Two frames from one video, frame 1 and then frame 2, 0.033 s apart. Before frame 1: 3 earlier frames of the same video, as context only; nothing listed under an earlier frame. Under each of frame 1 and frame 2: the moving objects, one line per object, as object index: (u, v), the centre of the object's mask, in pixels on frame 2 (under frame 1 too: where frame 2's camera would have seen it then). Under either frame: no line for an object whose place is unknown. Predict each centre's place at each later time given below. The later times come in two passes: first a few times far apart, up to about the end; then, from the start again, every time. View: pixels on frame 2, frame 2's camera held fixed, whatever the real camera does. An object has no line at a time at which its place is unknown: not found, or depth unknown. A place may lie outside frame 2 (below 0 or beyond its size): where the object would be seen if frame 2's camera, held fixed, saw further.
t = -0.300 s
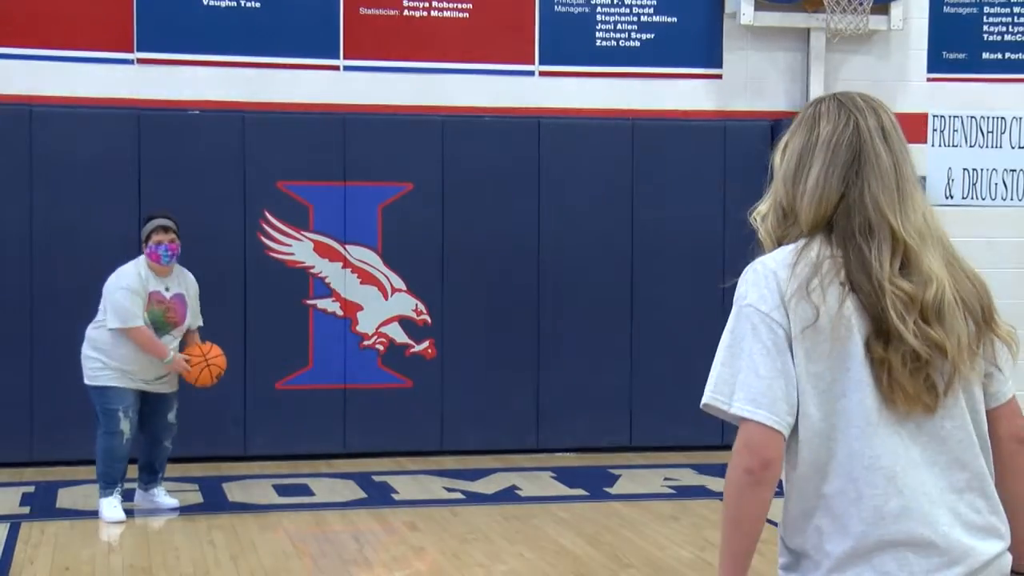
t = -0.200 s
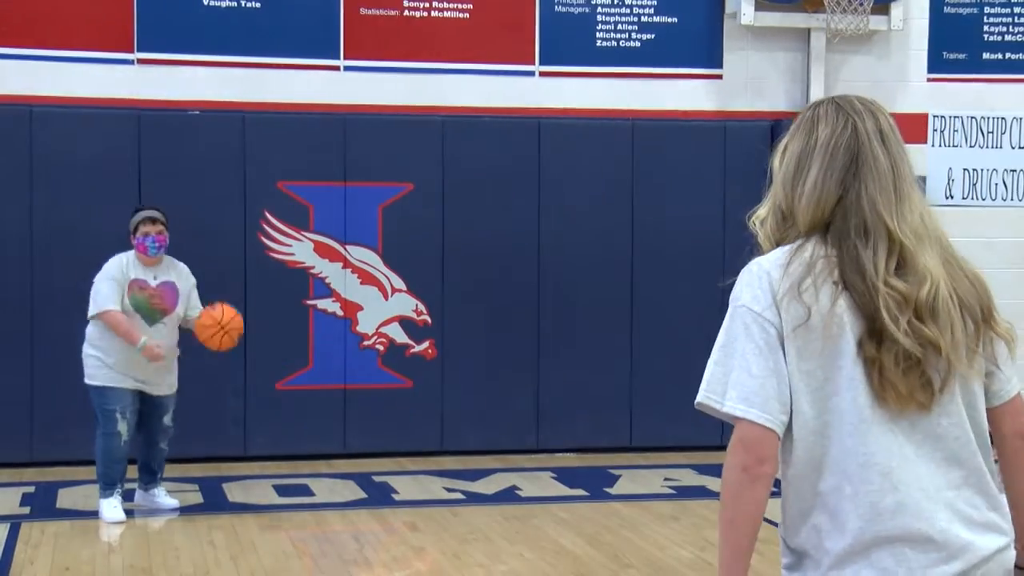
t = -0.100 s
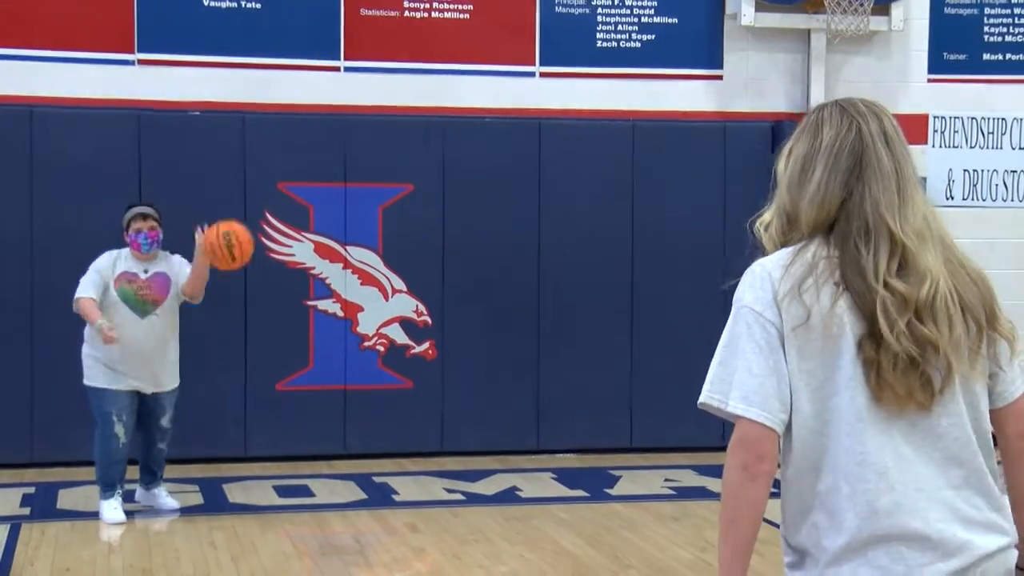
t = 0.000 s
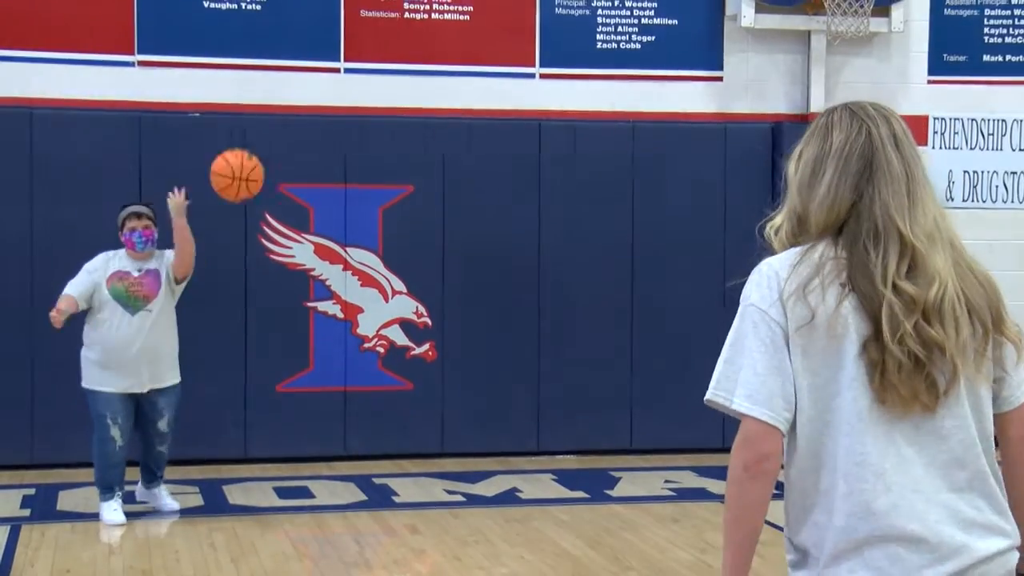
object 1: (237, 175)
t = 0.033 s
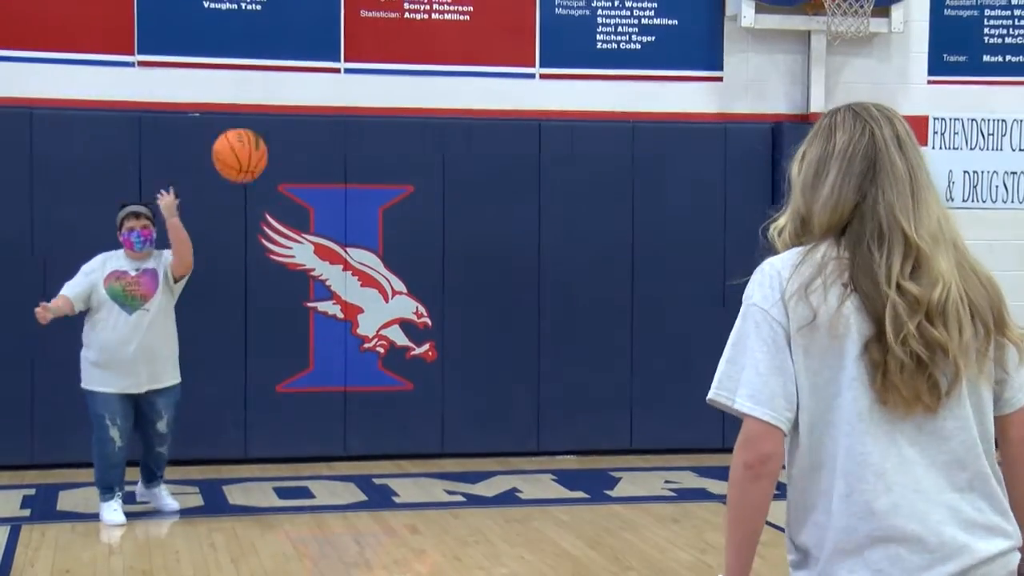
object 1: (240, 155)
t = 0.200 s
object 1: (257, 81)
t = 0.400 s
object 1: (281, 75)
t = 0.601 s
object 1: (312, 204)
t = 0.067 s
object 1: (243, 136)
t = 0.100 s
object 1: (246, 119)
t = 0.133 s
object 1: (249, 104)
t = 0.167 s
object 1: (253, 91)
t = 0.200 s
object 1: (257, 81)
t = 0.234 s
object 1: (260, 72)
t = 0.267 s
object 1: (264, 67)
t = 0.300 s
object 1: (269, 64)
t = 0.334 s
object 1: (272, 64)
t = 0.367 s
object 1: (277, 68)
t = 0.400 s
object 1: (281, 75)
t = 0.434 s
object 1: (286, 86)
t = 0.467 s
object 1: (291, 101)
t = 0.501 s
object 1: (296, 120)
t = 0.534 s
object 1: (301, 143)
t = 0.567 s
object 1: (306, 171)
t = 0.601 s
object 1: (312, 204)
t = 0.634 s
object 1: (319, 246)
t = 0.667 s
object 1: (326, 294)
